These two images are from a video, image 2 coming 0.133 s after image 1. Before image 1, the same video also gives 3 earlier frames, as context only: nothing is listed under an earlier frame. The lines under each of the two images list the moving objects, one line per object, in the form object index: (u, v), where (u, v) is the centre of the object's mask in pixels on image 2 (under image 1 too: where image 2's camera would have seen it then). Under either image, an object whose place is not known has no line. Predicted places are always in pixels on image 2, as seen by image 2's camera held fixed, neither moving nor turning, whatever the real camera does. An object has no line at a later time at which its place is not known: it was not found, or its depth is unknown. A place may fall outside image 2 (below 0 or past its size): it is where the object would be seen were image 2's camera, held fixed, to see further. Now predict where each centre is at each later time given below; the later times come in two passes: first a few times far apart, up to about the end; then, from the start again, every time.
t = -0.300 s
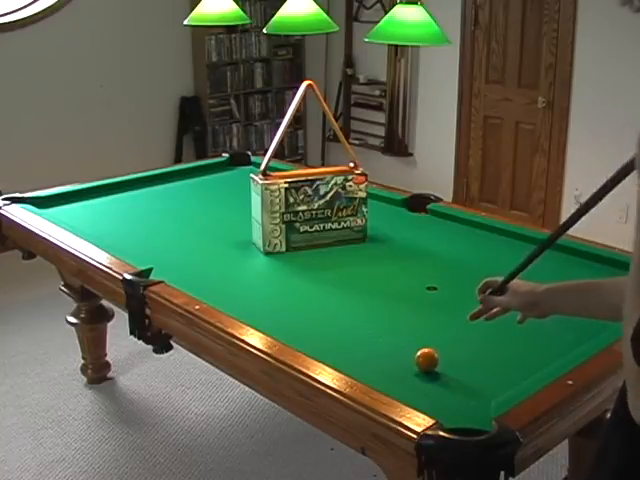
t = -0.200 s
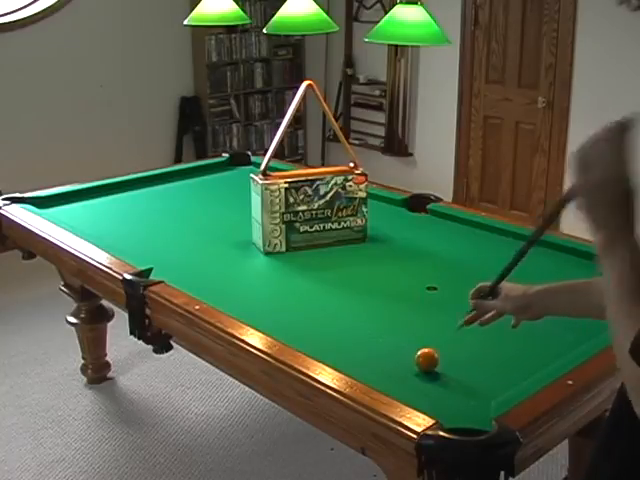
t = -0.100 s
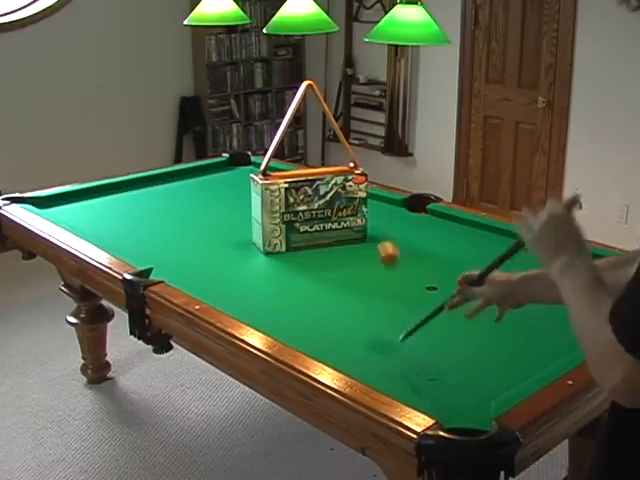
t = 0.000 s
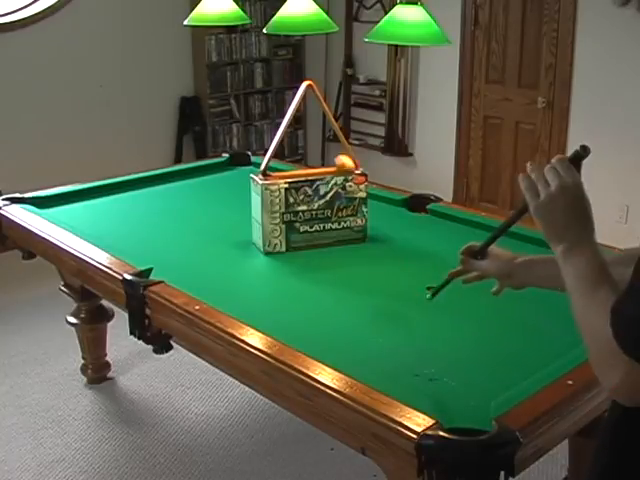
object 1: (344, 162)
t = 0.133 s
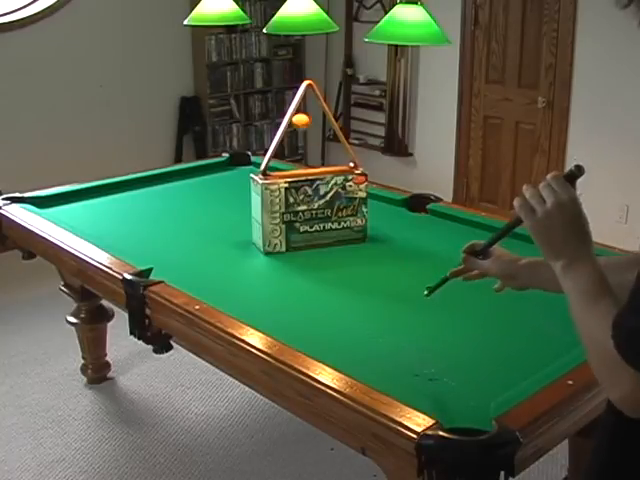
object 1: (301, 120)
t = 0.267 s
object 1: (269, 133)
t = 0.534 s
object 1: (229, 127)
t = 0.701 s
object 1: (213, 137)
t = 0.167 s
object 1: (294, 121)
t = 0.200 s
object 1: (279, 121)
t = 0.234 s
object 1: (274, 126)
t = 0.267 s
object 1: (269, 133)
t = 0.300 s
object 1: (263, 142)
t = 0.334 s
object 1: (258, 152)
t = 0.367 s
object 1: (252, 166)
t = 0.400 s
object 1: (247, 159)
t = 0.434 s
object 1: (242, 147)
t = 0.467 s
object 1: (237, 138)
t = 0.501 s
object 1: (233, 131)
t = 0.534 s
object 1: (229, 127)
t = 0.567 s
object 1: (226, 126)
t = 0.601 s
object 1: (223, 126)
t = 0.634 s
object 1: (219, 128)
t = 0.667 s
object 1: (216, 132)
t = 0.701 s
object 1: (213, 137)
